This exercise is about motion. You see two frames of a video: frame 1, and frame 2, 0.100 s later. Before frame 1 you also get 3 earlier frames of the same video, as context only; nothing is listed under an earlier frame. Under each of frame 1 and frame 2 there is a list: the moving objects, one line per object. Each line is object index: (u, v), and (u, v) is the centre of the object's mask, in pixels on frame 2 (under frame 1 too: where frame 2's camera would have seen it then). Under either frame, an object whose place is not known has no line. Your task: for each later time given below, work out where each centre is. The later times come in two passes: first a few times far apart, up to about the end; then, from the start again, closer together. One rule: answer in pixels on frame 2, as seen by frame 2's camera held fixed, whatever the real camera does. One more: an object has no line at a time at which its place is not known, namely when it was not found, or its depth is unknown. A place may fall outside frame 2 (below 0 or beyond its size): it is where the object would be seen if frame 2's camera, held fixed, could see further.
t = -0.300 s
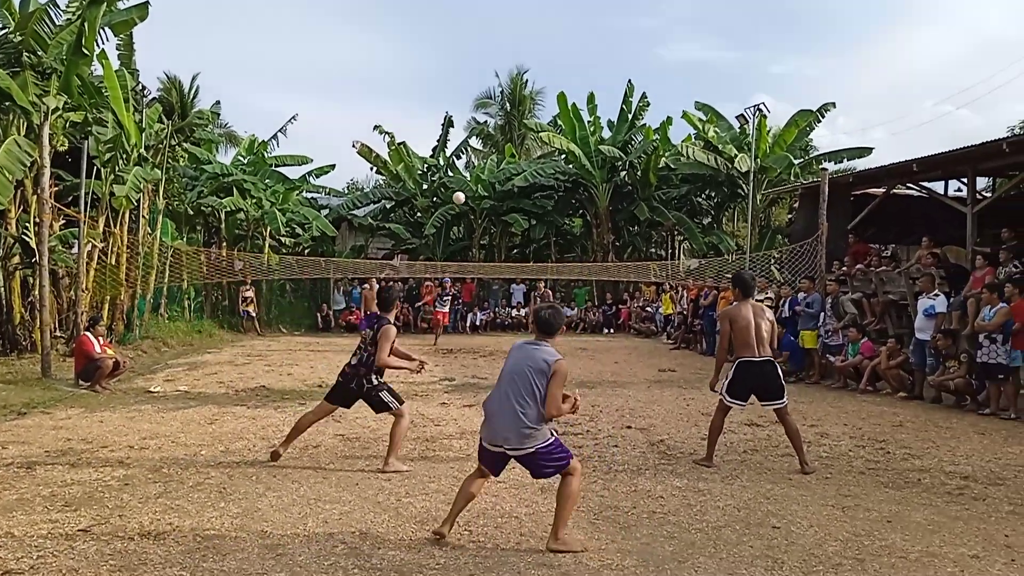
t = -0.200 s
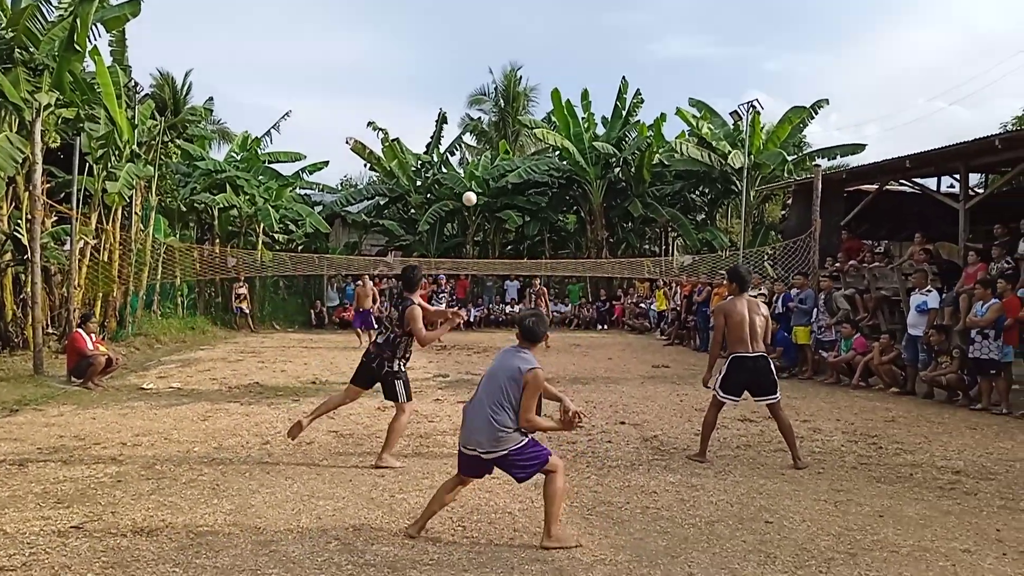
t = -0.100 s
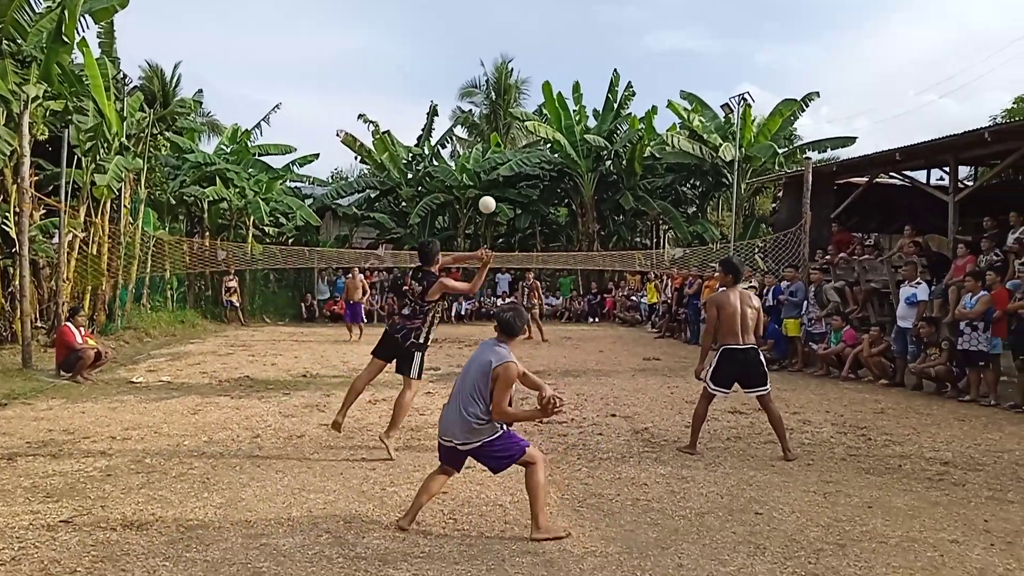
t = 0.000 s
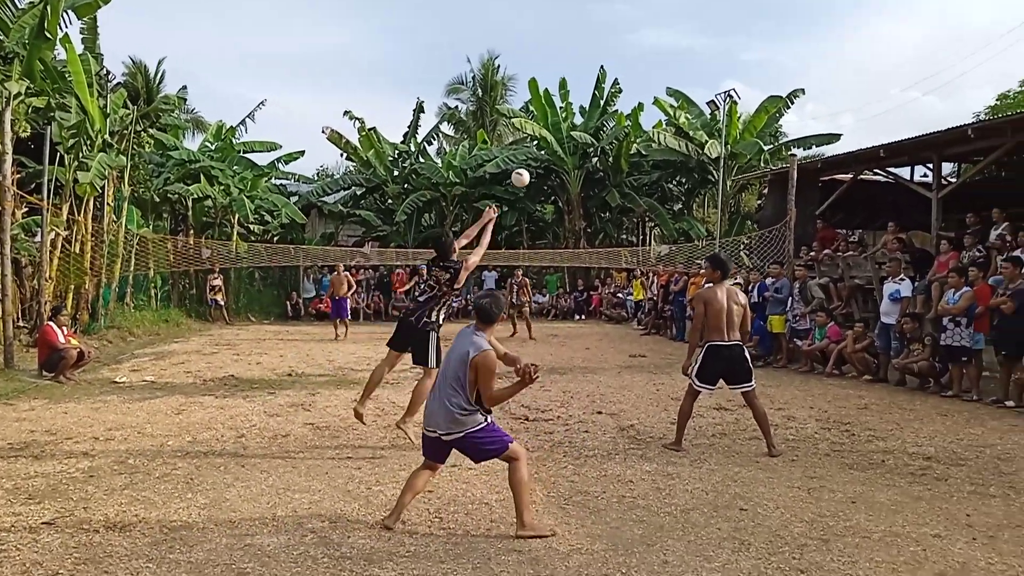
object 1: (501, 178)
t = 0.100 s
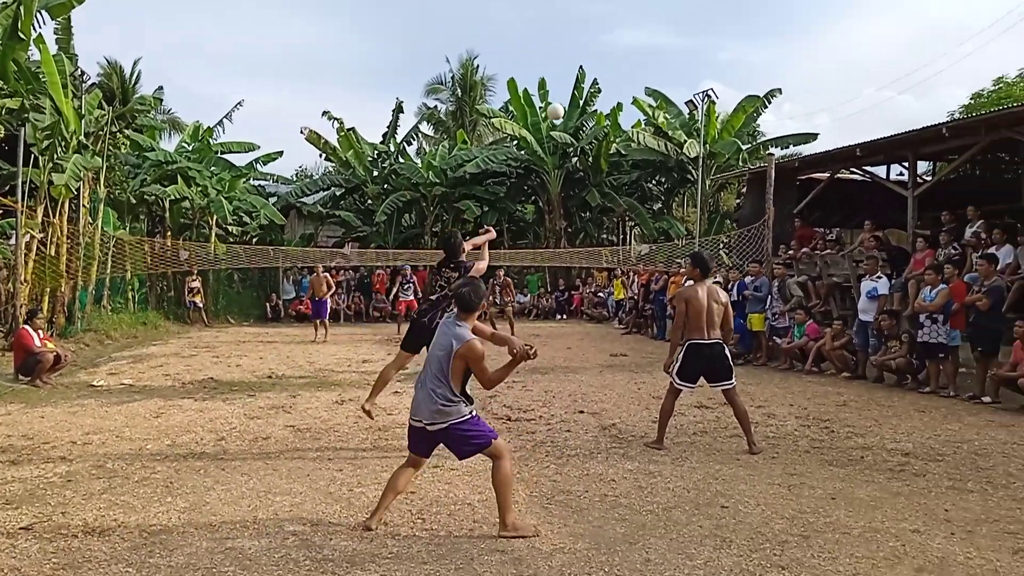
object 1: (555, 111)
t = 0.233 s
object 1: (619, 53)
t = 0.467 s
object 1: (707, 11)
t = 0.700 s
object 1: (775, 25)
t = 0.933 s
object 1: (829, 74)
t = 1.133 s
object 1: (868, 135)
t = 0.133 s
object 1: (572, 94)
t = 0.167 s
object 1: (588, 79)
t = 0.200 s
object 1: (604, 65)
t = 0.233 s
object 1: (619, 53)
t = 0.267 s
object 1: (632, 44)
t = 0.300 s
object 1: (645, 35)
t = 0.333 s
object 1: (659, 28)
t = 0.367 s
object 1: (672, 21)
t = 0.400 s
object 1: (685, 16)
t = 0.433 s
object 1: (696, 13)
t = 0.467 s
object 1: (707, 11)
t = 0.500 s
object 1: (717, 11)
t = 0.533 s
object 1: (728, 11)
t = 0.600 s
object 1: (748, 14)
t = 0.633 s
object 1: (757, 17)
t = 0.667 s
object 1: (766, 21)
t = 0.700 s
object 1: (775, 25)
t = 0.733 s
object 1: (784, 30)
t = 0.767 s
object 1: (792, 36)
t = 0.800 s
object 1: (800, 43)
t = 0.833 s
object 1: (808, 50)
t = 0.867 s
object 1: (815, 57)
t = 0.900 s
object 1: (822, 65)
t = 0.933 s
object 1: (829, 74)
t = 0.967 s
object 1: (836, 82)
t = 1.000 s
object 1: (843, 93)
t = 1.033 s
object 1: (849, 103)
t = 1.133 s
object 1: (868, 135)
